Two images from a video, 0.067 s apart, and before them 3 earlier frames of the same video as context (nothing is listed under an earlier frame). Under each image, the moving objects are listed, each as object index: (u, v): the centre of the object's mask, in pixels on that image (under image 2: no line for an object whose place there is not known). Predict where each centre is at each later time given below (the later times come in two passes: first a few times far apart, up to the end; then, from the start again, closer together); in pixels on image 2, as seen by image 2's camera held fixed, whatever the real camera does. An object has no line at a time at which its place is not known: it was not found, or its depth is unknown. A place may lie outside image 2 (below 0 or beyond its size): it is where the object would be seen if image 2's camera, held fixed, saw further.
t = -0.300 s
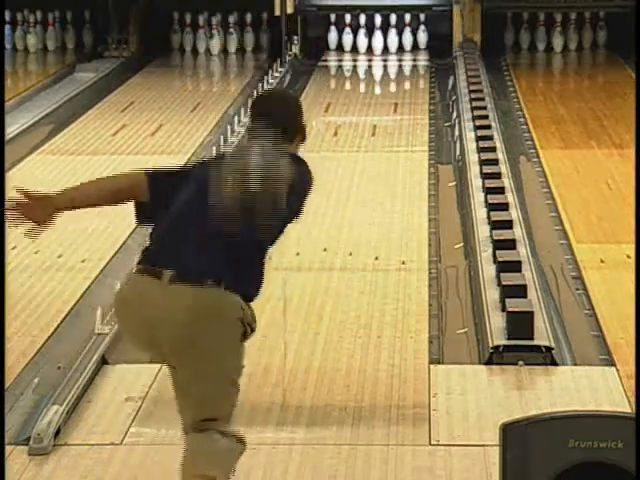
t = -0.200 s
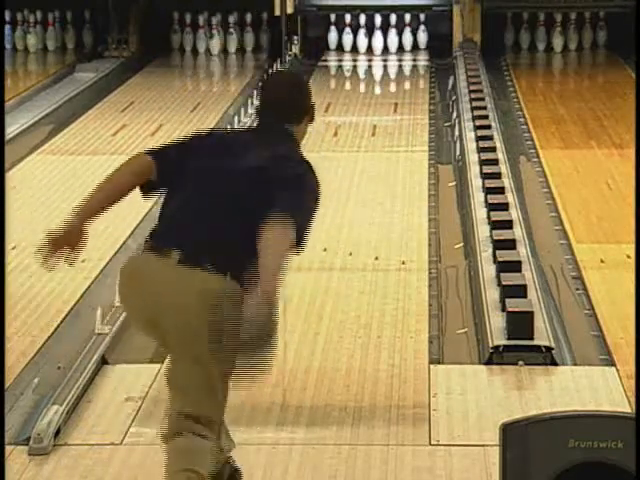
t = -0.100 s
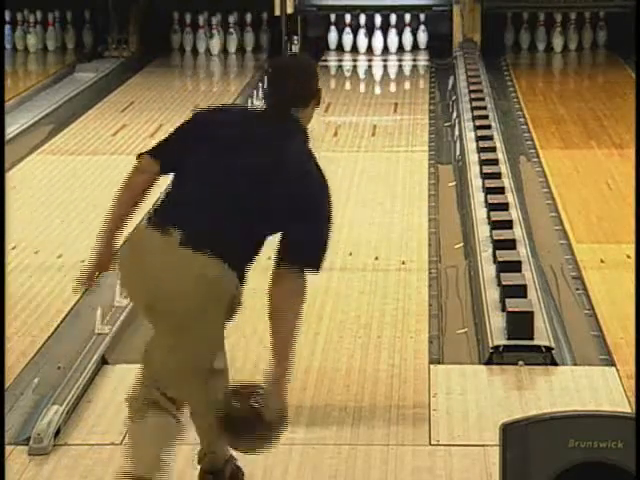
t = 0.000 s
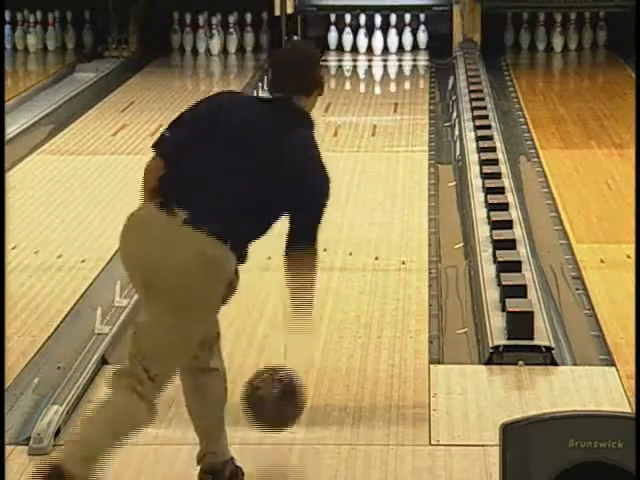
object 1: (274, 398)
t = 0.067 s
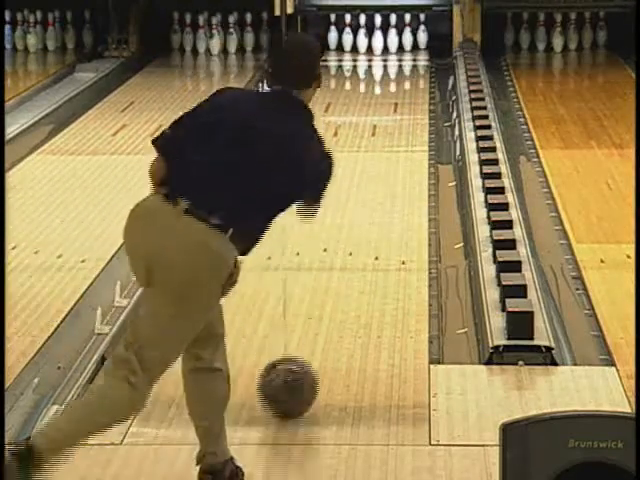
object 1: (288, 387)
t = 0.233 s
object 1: (317, 326)
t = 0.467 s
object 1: (347, 259)
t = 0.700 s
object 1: (369, 210)
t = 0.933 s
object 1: (384, 170)
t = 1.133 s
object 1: (395, 143)
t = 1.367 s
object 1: (403, 116)
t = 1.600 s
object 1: (408, 96)
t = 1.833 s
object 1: (408, 77)
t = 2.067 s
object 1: (404, 64)
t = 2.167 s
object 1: (399, 57)
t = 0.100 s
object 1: (294, 374)
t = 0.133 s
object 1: (301, 360)
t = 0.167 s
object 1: (306, 349)
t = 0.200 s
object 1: (312, 337)
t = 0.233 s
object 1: (317, 326)
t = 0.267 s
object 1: (322, 315)
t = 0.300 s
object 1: (327, 305)
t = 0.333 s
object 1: (331, 296)
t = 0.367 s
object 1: (335, 286)
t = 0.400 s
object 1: (340, 277)
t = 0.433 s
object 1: (343, 268)
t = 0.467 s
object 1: (347, 259)
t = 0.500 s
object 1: (351, 251)
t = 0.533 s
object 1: (354, 244)
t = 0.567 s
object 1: (357, 237)
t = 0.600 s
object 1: (360, 229)
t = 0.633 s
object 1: (363, 223)
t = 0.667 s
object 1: (366, 216)
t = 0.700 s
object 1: (369, 210)
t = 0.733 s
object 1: (371, 204)
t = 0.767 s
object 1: (374, 198)
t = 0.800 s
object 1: (383, 197)
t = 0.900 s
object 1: (383, 175)
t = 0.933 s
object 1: (384, 170)
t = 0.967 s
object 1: (386, 165)
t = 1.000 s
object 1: (388, 160)
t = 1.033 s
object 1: (390, 155)
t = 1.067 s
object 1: (392, 151)
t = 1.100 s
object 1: (393, 147)
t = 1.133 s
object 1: (395, 143)
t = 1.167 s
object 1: (396, 139)
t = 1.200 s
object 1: (397, 135)
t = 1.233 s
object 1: (399, 131)
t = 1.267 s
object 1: (400, 127)
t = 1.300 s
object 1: (401, 124)
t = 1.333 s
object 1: (402, 120)
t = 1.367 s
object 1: (403, 116)
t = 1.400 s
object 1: (404, 113)
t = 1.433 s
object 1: (405, 110)
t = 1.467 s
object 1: (406, 108)
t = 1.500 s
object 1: (407, 104)
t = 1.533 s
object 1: (407, 102)
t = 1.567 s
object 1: (407, 98)
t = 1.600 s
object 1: (408, 96)
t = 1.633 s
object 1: (409, 93)
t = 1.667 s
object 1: (409, 90)
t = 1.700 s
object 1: (409, 87)
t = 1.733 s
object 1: (409, 84)
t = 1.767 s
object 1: (409, 81)
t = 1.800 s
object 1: (409, 79)
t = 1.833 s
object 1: (408, 77)
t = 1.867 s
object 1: (408, 75)
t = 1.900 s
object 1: (408, 73)
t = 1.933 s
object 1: (407, 71)
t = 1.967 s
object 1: (406, 69)
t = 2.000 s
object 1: (406, 66)
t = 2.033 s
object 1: (405, 65)
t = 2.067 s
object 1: (404, 64)
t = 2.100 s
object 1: (402, 62)
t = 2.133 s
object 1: (401, 59)
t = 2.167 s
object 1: (399, 57)
